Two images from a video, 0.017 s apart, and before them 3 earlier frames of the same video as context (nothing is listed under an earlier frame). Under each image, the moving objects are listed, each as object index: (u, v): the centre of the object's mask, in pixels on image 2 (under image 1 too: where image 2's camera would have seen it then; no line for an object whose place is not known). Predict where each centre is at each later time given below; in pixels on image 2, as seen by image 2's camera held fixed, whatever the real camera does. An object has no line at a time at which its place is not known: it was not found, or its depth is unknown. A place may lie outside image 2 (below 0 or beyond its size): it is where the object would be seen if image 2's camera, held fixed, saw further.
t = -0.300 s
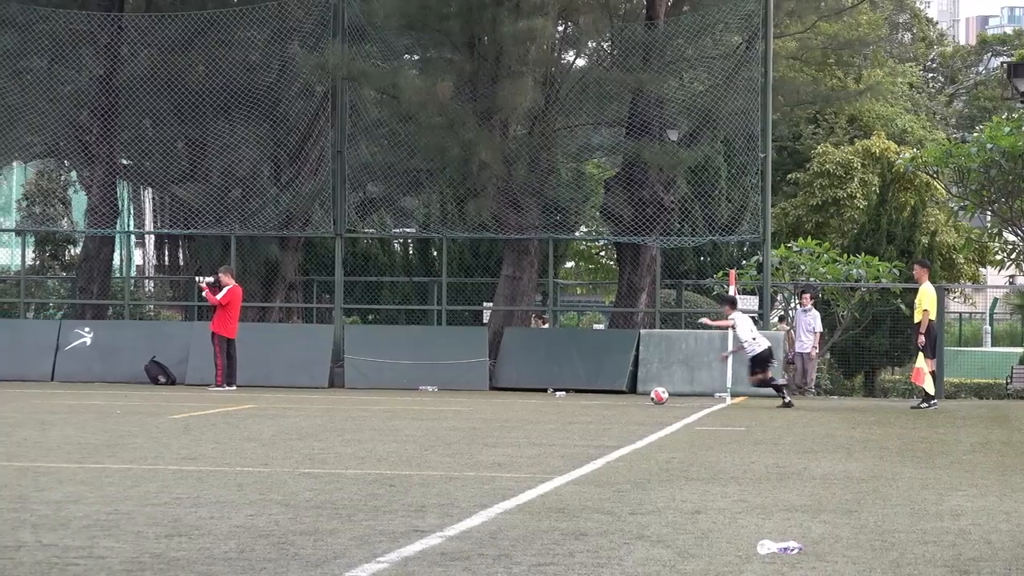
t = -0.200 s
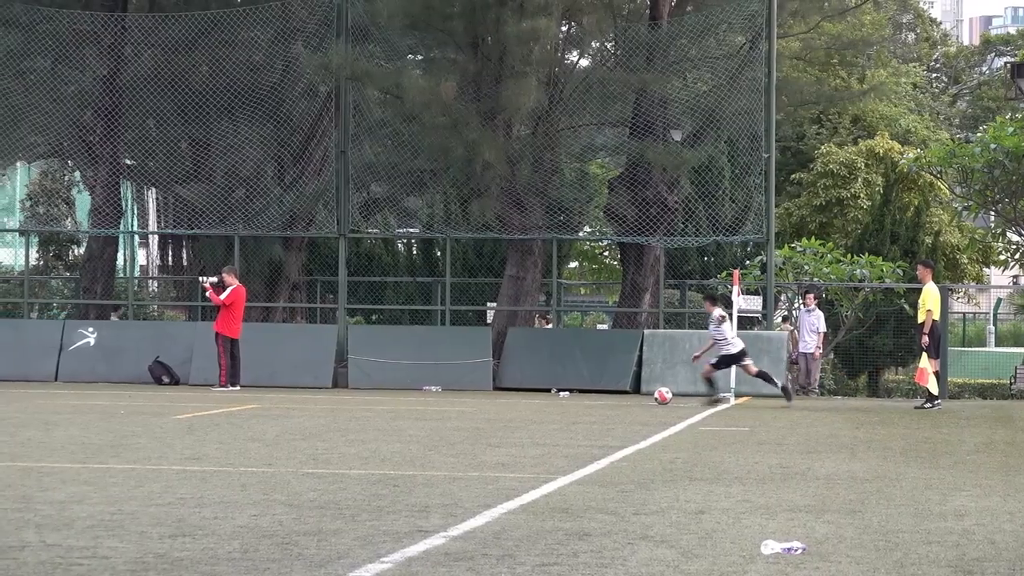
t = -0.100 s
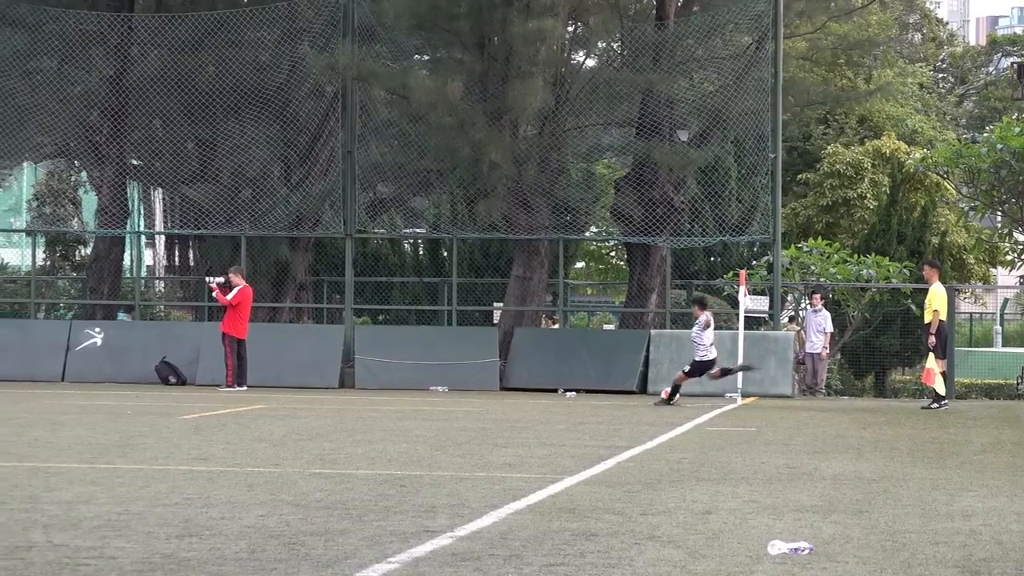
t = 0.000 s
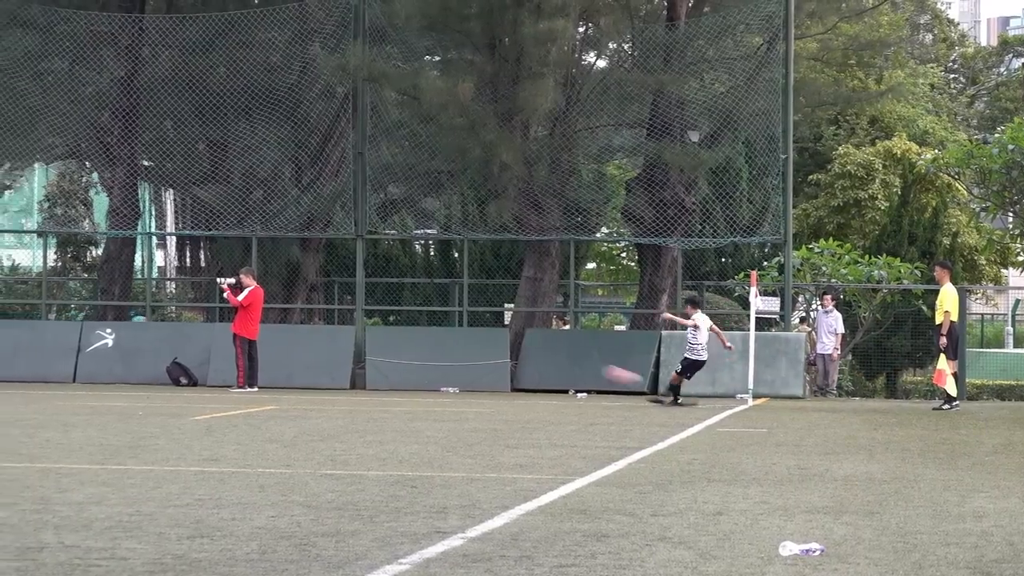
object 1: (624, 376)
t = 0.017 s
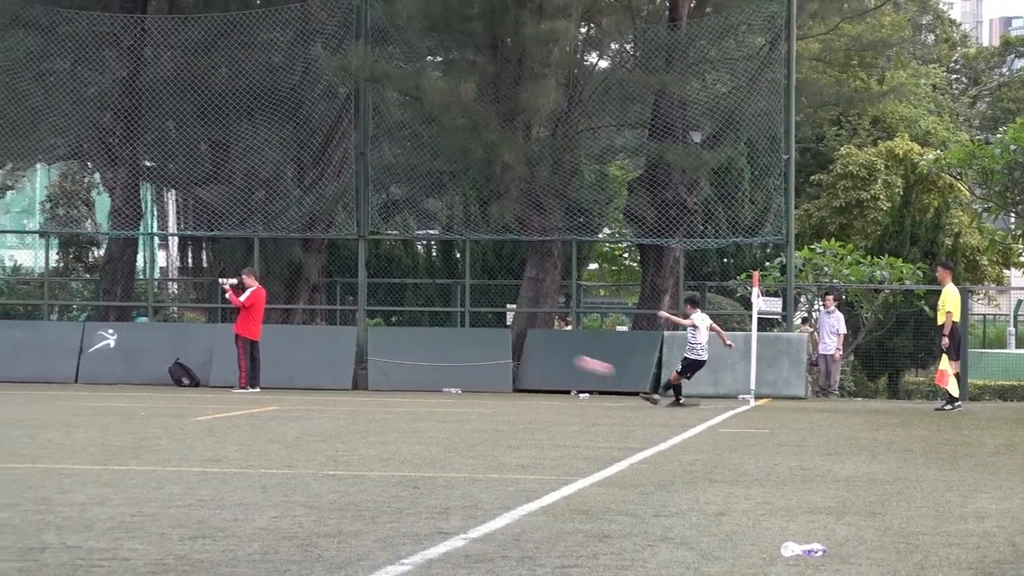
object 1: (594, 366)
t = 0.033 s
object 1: (564, 356)
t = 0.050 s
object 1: (533, 346)
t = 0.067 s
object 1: (502, 336)
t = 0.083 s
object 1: (472, 326)
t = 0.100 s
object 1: (442, 317)
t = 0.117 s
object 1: (413, 308)
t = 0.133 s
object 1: (383, 298)
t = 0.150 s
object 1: (354, 289)
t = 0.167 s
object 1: (326, 279)
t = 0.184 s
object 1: (297, 270)
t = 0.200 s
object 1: (269, 261)
